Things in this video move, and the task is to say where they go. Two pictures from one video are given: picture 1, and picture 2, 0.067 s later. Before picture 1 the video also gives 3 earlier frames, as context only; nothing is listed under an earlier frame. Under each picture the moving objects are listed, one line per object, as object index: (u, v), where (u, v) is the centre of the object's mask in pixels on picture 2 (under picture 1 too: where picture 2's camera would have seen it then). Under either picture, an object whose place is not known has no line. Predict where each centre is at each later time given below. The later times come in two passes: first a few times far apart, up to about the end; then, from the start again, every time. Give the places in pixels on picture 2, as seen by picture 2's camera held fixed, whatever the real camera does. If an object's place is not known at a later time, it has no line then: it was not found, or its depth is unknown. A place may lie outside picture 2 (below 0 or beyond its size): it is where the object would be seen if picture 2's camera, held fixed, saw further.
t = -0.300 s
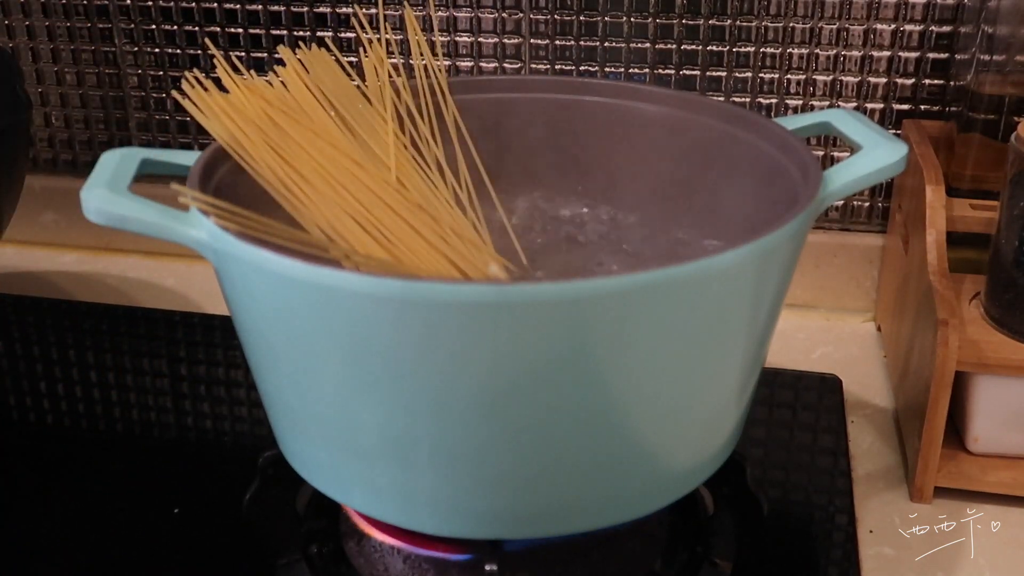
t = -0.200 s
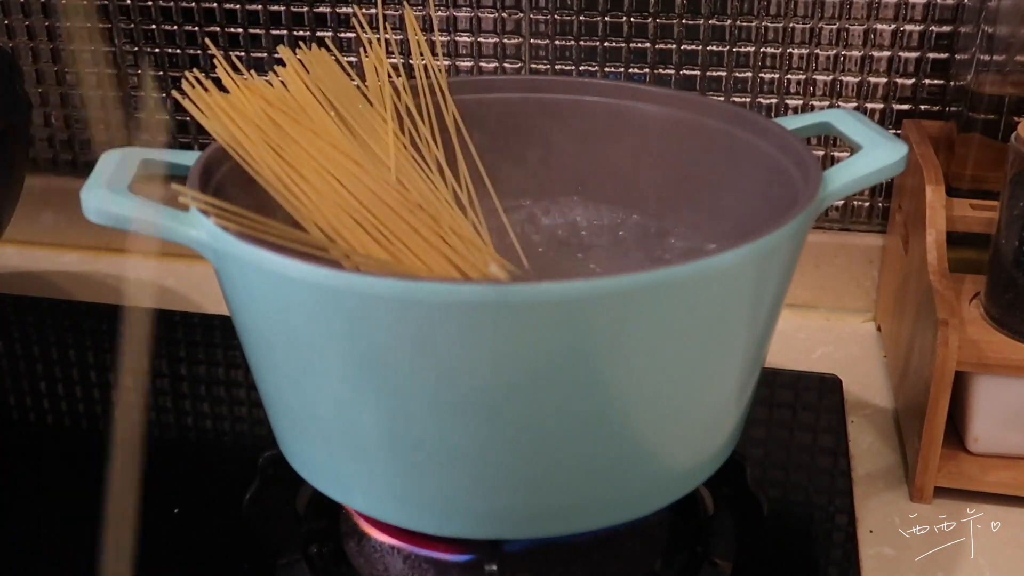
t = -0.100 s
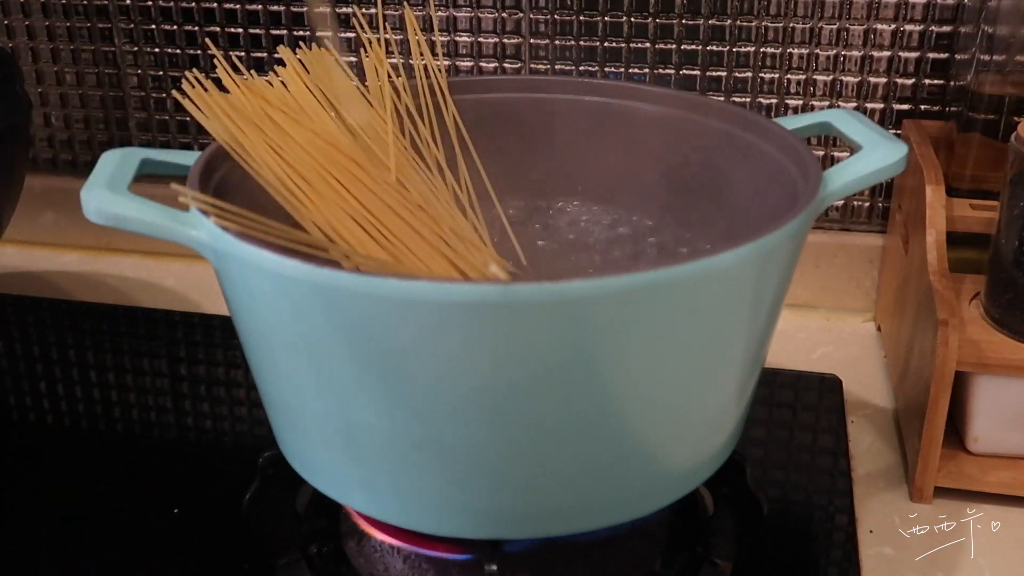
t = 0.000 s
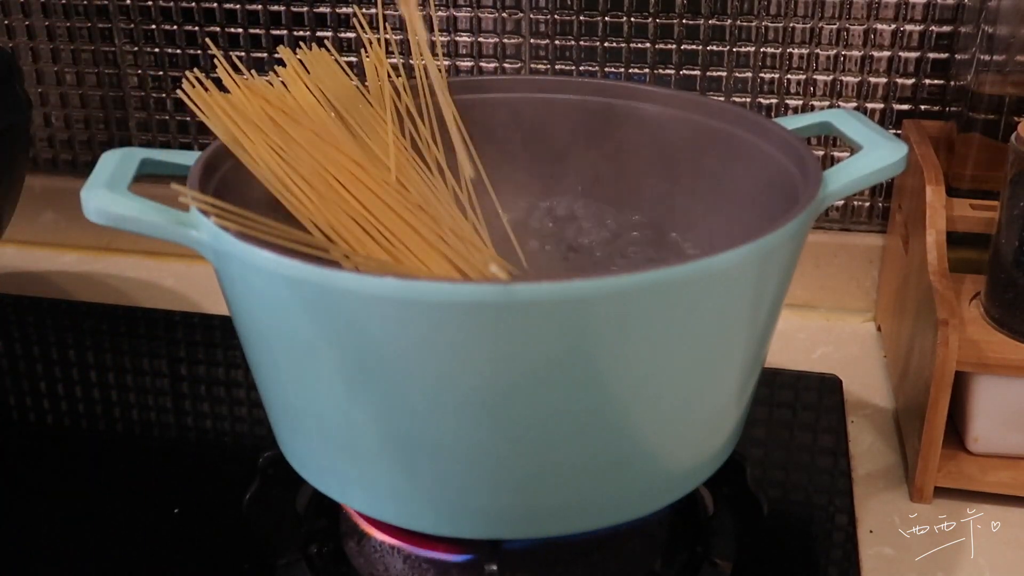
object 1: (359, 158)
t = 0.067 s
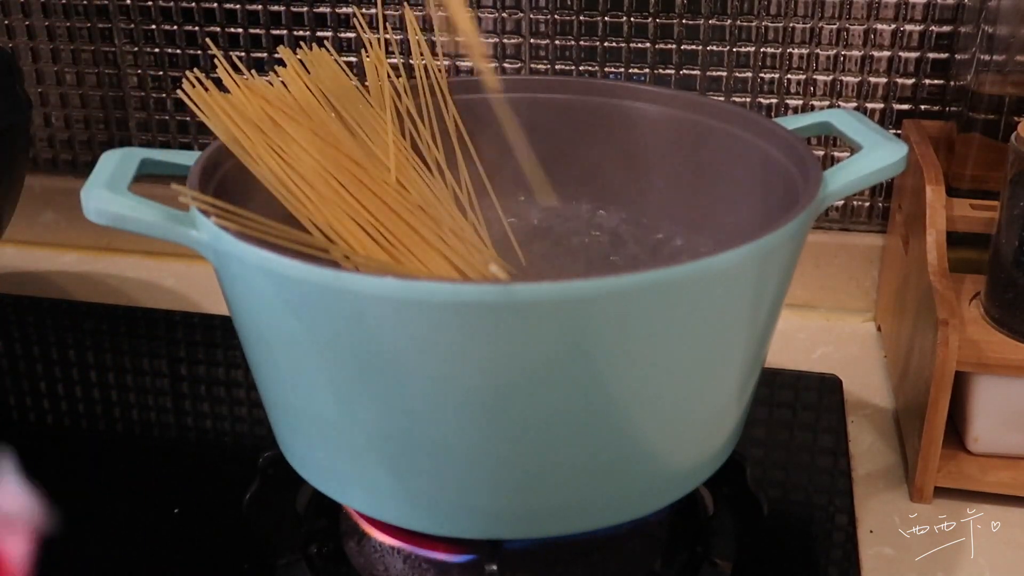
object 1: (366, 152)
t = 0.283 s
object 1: (355, 158)
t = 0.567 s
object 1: (369, 157)
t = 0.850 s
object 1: (356, 156)
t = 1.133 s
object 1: (356, 155)
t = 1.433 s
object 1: (356, 156)
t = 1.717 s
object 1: (355, 155)
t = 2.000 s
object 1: (355, 155)
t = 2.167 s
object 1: (354, 155)
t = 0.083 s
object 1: (355, 157)
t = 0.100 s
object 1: (355, 158)
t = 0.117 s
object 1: (355, 157)
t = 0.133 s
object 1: (355, 158)
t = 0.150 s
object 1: (355, 158)
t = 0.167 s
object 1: (355, 158)
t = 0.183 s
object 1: (355, 158)
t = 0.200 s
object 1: (355, 158)
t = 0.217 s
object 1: (355, 158)
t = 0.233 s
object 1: (355, 158)
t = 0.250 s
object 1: (355, 158)
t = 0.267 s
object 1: (355, 158)
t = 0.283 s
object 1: (355, 158)
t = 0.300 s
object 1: (355, 158)
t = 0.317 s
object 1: (355, 158)
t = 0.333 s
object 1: (390, 155)
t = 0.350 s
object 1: (392, 155)
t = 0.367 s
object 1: (389, 154)
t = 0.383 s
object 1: (383, 154)
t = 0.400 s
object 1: (385, 156)
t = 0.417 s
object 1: (378, 156)
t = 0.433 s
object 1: (375, 154)
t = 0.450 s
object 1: (374, 155)
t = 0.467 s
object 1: (375, 156)
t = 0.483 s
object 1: (373, 158)
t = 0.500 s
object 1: (372, 157)
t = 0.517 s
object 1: (369, 157)
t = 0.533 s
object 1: (368, 157)
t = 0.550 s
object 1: (368, 158)
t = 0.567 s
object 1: (369, 157)
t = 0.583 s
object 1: (367, 158)
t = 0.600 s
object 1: (368, 156)
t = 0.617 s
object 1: (366, 156)
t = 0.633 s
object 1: (365, 155)
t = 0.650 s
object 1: (362, 153)
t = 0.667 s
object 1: (361, 158)
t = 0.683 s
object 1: (358, 153)
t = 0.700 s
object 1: (357, 150)
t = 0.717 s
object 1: (353, 147)
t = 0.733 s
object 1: (353, 150)
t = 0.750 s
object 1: (354, 151)
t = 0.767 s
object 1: (356, 153)
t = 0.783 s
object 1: (356, 154)
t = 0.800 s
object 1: (356, 153)
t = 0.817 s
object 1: (356, 154)
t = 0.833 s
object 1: (357, 155)
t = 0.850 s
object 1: (356, 156)
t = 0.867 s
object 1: (357, 156)
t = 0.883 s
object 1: (356, 155)
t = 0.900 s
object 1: (356, 154)
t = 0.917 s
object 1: (356, 155)
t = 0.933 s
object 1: (356, 155)
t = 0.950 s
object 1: (357, 155)
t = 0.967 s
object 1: (356, 154)
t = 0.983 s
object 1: (356, 154)
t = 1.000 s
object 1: (356, 155)
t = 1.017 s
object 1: (356, 155)
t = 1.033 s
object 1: (356, 155)
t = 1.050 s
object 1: (356, 155)
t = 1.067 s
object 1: (356, 155)
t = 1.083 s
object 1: (356, 155)
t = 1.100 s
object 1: (356, 155)
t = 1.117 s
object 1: (356, 155)
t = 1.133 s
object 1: (356, 155)
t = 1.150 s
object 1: (356, 155)
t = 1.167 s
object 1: (356, 155)
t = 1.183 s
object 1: (356, 155)
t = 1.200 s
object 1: (356, 155)
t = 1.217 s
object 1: (356, 155)
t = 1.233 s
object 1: (356, 155)
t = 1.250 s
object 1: (356, 155)
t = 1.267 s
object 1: (356, 155)
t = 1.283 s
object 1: (356, 155)
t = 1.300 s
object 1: (356, 155)
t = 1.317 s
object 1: (356, 155)
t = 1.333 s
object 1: (356, 155)
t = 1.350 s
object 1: (356, 155)
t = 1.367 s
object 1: (356, 155)
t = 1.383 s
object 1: (356, 155)
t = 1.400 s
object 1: (356, 155)
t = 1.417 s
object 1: (356, 156)
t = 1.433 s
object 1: (356, 156)
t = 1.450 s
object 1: (356, 156)
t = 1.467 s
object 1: (356, 155)
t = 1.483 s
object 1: (356, 156)
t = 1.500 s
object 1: (356, 155)
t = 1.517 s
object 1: (356, 155)
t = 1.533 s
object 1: (356, 155)
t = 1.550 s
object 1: (356, 155)
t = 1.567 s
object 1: (356, 155)
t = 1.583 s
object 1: (356, 155)
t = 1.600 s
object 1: (356, 155)
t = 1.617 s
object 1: (356, 155)
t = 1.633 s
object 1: (356, 155)
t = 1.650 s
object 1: (356, 155)
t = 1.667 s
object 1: (356, 155)
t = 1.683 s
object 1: (356, 155)
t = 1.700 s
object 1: (356, 155)
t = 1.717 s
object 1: (355, 155)
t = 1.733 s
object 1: (356, 155)
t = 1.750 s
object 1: (356, 156)
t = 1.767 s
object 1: (355, 155)
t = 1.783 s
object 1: (355, 155)
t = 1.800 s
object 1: (355, 156)
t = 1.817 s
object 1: (355, 156)
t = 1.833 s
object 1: (355, 156)
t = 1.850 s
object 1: (355, 155)
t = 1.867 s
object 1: (355, 155)
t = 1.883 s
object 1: (355, 155)
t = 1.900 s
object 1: (355, 155)
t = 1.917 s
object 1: (355, 156)
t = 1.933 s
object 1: (355, 156)
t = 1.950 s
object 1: (355, 156)
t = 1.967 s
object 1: (355, 155)
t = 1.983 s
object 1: (355, 155)
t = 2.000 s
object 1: (355, 155)
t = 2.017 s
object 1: (355, 155)
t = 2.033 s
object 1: (355, 155)
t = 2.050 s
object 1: (355, 155)
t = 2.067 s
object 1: (355, 155)
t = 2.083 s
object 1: (354, 156)
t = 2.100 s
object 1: (357, 157)
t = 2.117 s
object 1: (355, 156)
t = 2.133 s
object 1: (354, 156)
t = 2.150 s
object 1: (354, 155)
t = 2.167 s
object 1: (354, 155)
